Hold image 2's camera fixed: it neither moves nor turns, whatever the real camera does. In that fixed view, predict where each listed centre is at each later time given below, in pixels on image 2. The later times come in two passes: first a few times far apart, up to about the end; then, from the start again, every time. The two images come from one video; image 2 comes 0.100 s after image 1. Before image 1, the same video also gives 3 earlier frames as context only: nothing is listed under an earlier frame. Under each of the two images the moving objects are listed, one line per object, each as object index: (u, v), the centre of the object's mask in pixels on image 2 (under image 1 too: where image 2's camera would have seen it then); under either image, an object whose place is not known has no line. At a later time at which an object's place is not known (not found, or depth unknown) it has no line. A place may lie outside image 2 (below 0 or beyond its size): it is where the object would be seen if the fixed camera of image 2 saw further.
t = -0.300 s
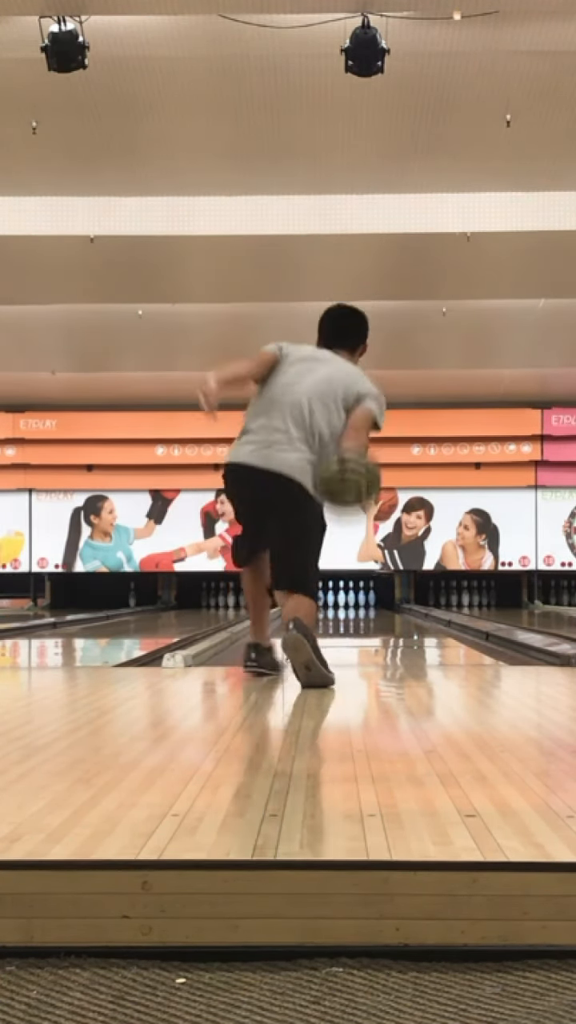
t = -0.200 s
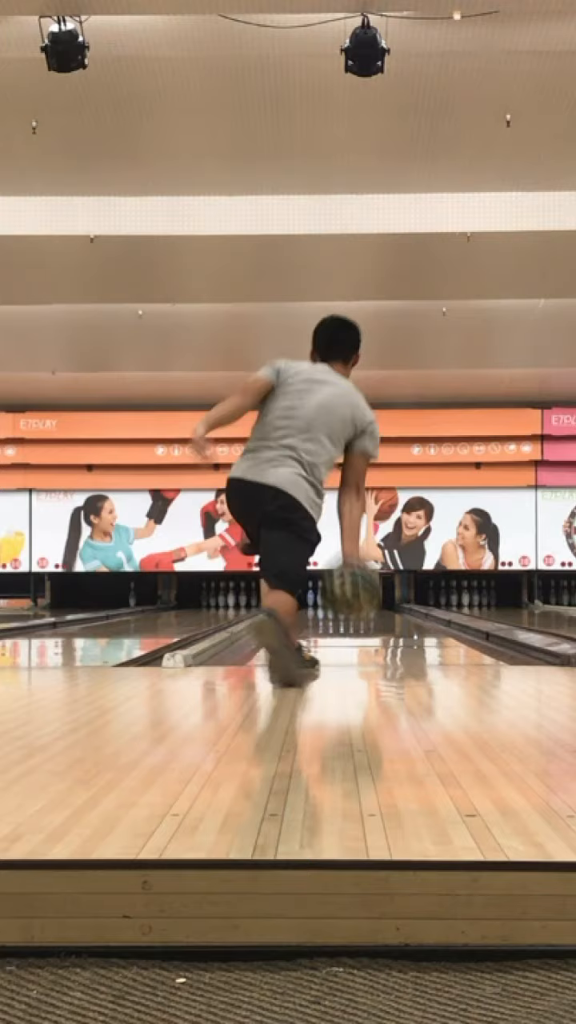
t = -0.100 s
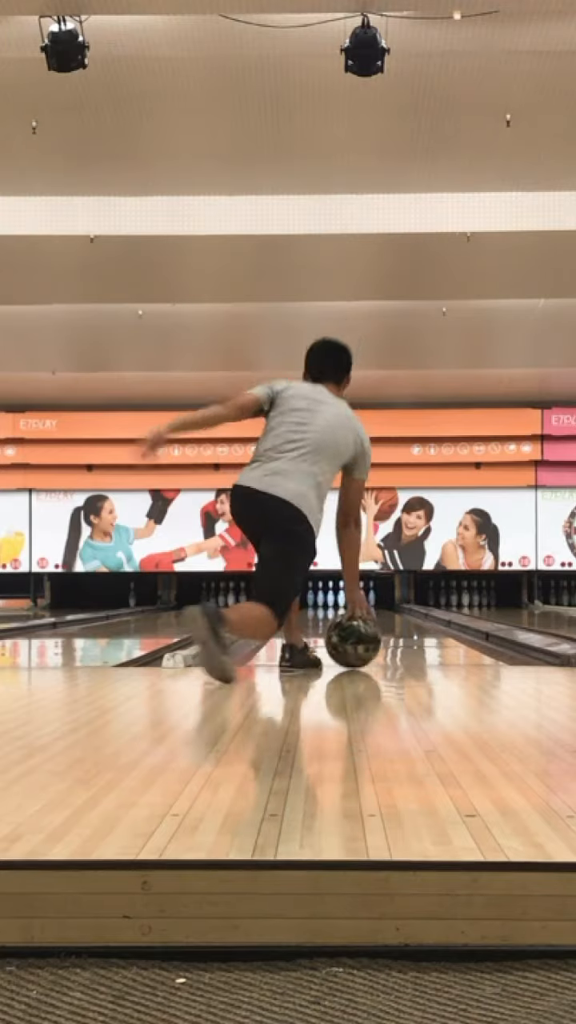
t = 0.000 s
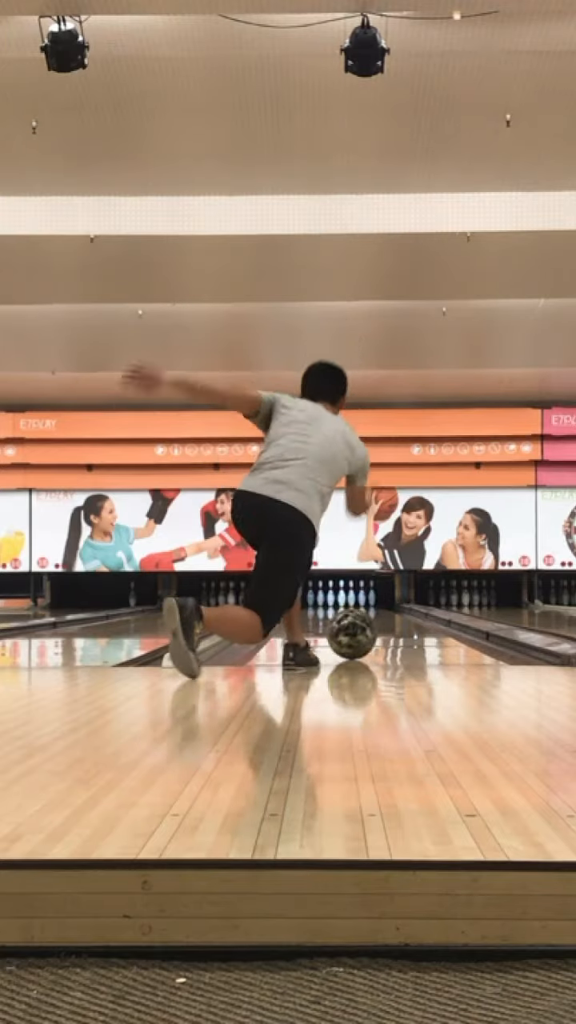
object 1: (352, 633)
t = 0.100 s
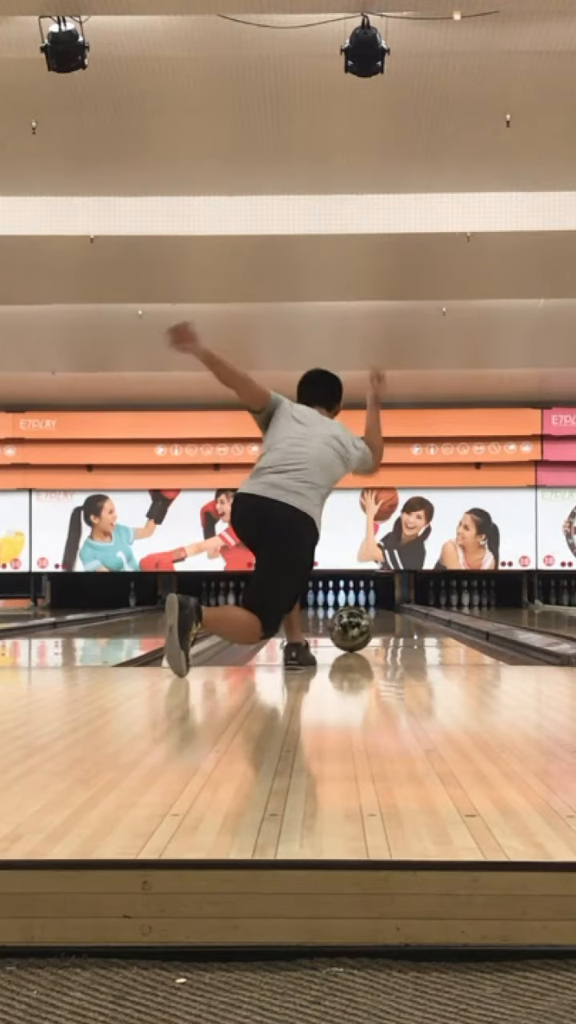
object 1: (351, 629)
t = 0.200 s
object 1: (350, 625)
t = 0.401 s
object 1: (349, 618)
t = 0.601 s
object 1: (347, 614)
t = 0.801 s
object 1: (346, 611)
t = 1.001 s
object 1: (345, 608)
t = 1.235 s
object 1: (344, 606)
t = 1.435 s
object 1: (343, 604)
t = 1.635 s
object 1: (342, 601)
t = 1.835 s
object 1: (341, 601)
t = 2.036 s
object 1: (341, 601)
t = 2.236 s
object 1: (338, 600)
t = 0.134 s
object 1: (350, 627)
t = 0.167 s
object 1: (350, 626)
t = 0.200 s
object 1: (350, 625)
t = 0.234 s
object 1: (350, 623)
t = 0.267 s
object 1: (350, 622)
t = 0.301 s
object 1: (349, 621)
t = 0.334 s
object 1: (349, 620)
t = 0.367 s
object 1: (349, 619)
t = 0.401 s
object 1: (349, 618)
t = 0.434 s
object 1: (349, 618)
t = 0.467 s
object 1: (348, 616)
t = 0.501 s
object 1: (348, 616)
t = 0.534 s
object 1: (348, 615)
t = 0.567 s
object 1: (347, 615)
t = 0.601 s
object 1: (347, 614)
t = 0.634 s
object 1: (347, 613)
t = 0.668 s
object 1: (347, 613)
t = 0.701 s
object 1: (346, 612)
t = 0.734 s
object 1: (346, 612)
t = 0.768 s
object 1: (346, 612)
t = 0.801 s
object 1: (346, 611)
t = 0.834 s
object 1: (346, 610)
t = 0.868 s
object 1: (346, 610)
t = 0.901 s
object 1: (346, 609)
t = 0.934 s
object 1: (345, 609)
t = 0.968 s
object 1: (345, 608)
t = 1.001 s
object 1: (345, 608)
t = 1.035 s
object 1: (345, 608)
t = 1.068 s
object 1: (345, 608)
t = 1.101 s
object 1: (345, 607)
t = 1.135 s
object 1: (344, 606)
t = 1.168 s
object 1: (344, 606)
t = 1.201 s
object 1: (344, 606)
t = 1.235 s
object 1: (344, 606)
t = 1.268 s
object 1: (344, 605)
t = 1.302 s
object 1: (343, 605)
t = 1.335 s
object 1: (343, 605)
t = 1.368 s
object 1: (343, 604)
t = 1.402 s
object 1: (343, 604)
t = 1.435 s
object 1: (343, 604)
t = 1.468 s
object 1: (342, 603)
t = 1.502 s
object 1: (342, 603)
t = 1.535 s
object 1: (342, 602)
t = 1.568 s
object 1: (342, 602)
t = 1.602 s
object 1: (342, 602)
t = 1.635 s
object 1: (342, 601)
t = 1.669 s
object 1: (342, 602)
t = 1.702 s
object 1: (342, 601)
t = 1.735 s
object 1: (341, 602)
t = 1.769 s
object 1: (341, 601)
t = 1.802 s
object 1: (341, 601)
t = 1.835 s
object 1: (341, 601)
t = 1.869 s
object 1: (341, 601)
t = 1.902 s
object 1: (341, 601)
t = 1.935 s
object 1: (341, 601)
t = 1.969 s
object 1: (341, 601)
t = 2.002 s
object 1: (341, 602)
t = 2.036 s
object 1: (341, 601)
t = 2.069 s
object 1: (341, 601)
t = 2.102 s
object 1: (341, 601)
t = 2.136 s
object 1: (340, 601)
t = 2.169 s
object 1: (340, 600)
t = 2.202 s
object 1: (340, 600)
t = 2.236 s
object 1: (338, 600)
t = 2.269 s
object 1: (339, 601)
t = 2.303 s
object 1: (339, 600)
